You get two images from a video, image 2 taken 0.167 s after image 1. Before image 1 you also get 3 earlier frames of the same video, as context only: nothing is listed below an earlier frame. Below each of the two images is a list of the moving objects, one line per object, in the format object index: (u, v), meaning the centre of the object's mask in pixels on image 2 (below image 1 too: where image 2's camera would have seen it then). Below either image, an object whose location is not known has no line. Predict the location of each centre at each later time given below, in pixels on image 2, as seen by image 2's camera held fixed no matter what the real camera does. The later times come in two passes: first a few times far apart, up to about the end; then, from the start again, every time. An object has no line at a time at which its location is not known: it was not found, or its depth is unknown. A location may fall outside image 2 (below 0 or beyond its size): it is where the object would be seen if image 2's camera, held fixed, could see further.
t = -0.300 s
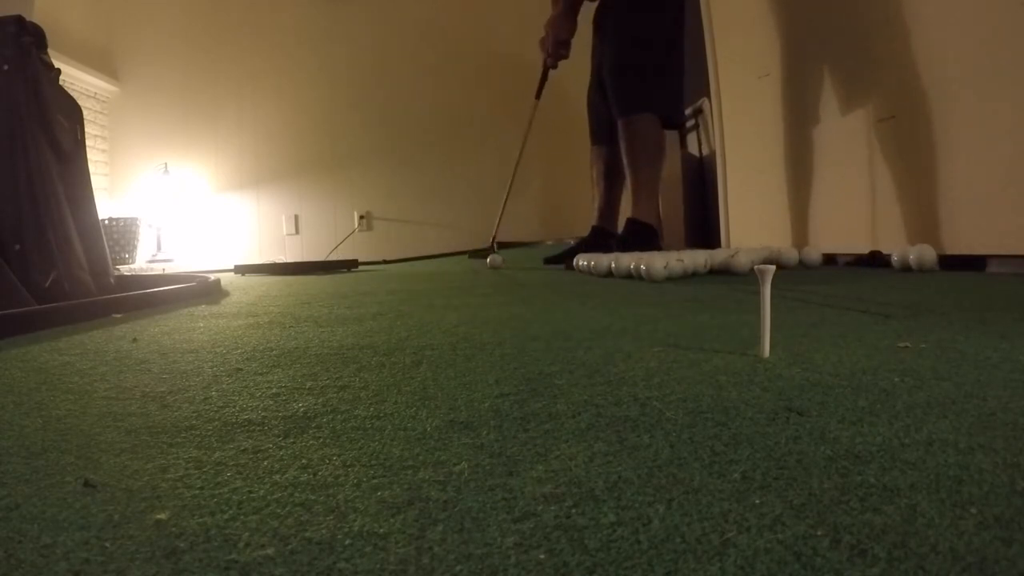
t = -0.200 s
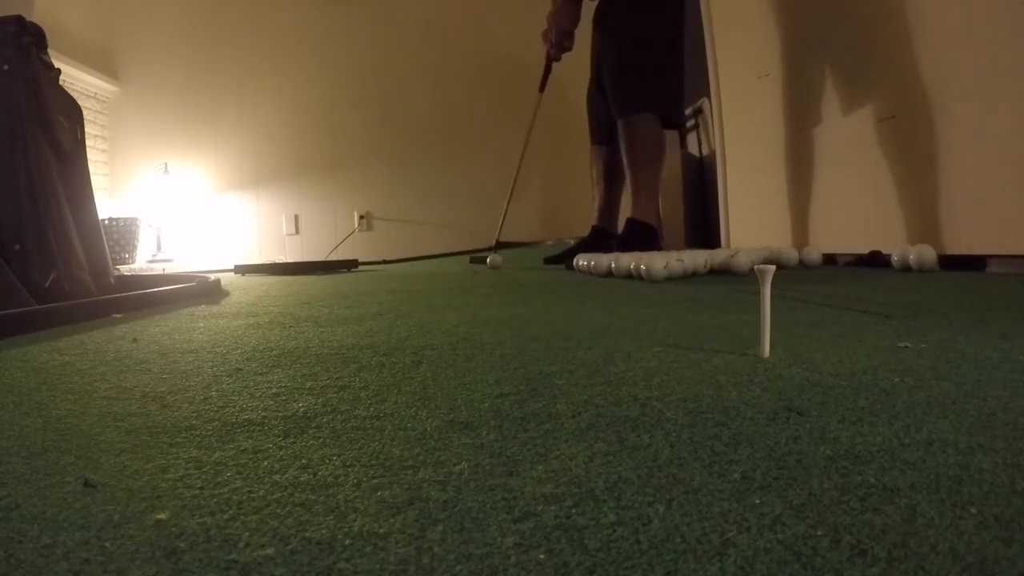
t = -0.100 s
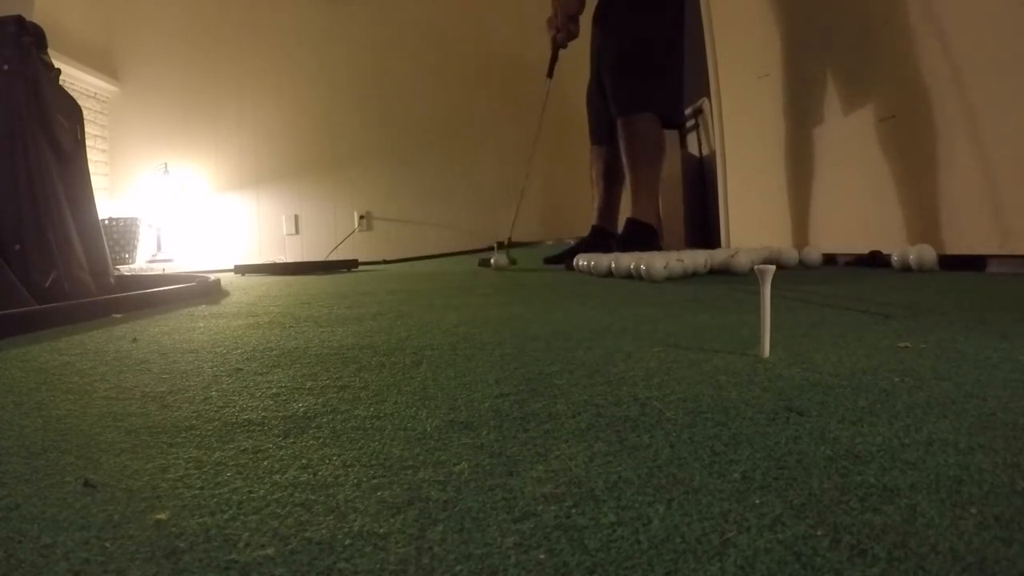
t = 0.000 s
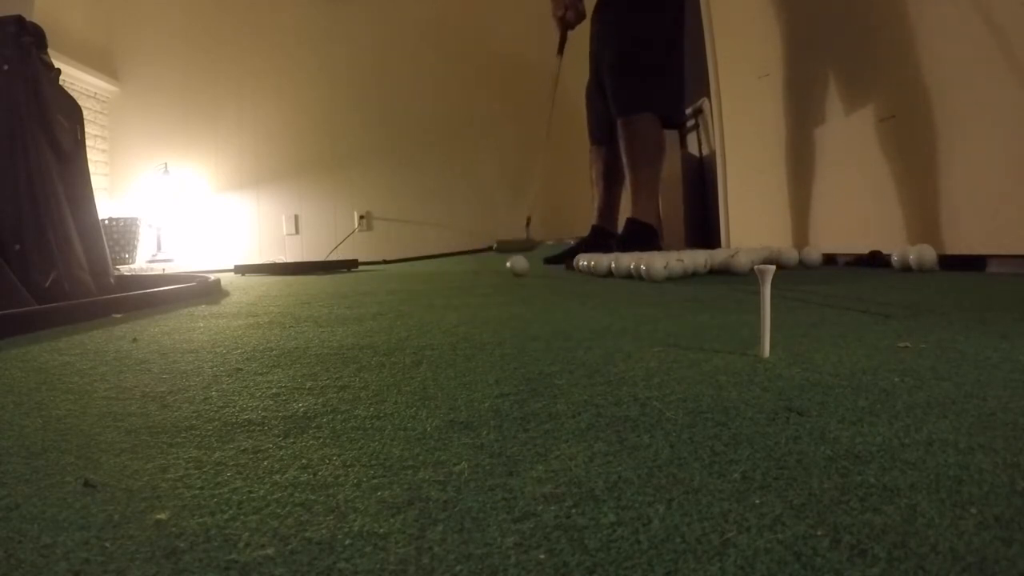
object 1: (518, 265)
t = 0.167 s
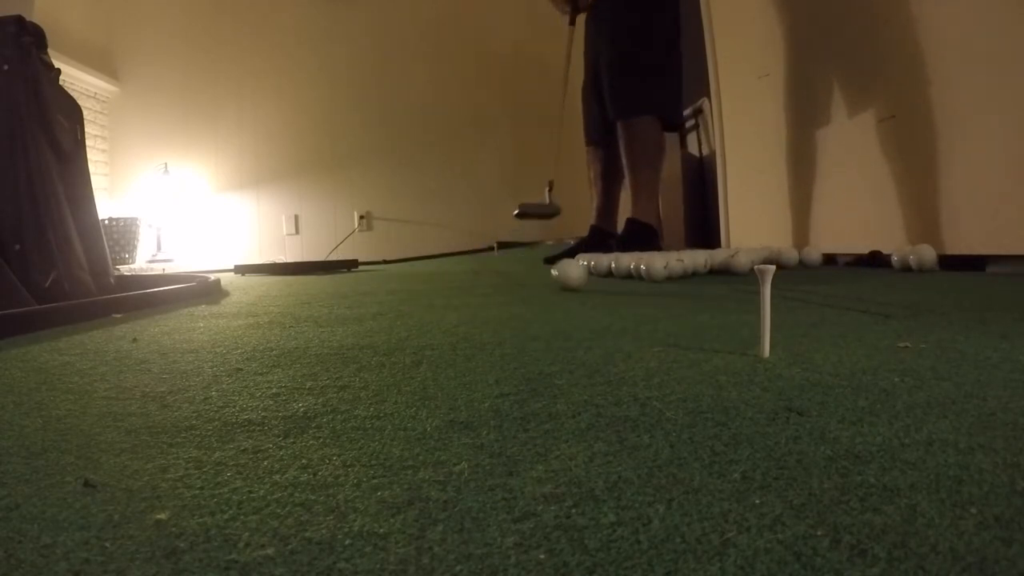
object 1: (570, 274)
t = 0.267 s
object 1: (624, 285)
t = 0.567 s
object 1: (552, 298)
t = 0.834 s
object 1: (477, 293)
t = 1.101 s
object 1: (464, 293)
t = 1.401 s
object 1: (464, 293)
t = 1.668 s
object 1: (464, 293)
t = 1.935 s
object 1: (464, 293)
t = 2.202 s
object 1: (464, 293)
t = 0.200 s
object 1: (585, 277)
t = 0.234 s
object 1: (603, 281)
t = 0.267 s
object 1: (624, 285)
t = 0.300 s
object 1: (650, 290)
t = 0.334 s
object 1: (684, 297)
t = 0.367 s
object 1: (724, 308)
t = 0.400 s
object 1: (703, 296)
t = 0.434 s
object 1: (657, 299)
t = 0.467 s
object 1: (623, 302)
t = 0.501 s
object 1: (596, 300)
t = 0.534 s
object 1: (572, 299)
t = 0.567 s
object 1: (552, 298)
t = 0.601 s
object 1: (536, 297)
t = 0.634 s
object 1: (522, 297)
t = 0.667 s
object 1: (512, 296)
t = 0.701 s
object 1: (503, 295)
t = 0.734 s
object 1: (495, 294)
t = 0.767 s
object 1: (488, 294)
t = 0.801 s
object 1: (483, 293)
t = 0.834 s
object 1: (477, 293)
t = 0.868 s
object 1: (472, 293)
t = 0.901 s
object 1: (468, 293)
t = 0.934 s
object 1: (465, 293)
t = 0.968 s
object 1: (464, 293)
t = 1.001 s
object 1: (463, 293)
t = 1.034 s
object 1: (464, 293)
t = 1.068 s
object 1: (464, 293)
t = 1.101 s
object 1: (464, 293)
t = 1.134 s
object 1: (464, 293)
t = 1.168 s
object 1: (464, 293)
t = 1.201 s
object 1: (464, 293)
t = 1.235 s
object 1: (464, 293)
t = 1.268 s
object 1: (464, 293)
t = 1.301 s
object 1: (464, 293)
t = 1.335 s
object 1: (464, 293)
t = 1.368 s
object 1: (464, 293)
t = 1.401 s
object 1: (464, 293)
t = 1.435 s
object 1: (464, 293)
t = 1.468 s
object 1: (464, 293)
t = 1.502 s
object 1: (464, 293)
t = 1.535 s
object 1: (464, 293)
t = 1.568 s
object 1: (464, 293)
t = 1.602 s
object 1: (464, 293)
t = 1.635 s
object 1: (464, 293)
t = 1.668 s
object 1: (464, 293)
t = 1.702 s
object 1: (464, 293)
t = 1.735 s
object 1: (464, 293)
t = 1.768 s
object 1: (464, 293)
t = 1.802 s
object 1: (464, 293)
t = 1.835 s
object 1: (464, 293)
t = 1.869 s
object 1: (464, 293)
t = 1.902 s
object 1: (464, 293)
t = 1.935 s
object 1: (464, 293)
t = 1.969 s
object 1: (464, 293)
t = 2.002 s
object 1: (464, 293)
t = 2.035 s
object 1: (464, 293)
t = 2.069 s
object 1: (464, 293)
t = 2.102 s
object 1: (464, 293)
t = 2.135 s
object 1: (464, 293)
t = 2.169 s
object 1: (464, 293)
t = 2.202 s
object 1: (464, 293)
